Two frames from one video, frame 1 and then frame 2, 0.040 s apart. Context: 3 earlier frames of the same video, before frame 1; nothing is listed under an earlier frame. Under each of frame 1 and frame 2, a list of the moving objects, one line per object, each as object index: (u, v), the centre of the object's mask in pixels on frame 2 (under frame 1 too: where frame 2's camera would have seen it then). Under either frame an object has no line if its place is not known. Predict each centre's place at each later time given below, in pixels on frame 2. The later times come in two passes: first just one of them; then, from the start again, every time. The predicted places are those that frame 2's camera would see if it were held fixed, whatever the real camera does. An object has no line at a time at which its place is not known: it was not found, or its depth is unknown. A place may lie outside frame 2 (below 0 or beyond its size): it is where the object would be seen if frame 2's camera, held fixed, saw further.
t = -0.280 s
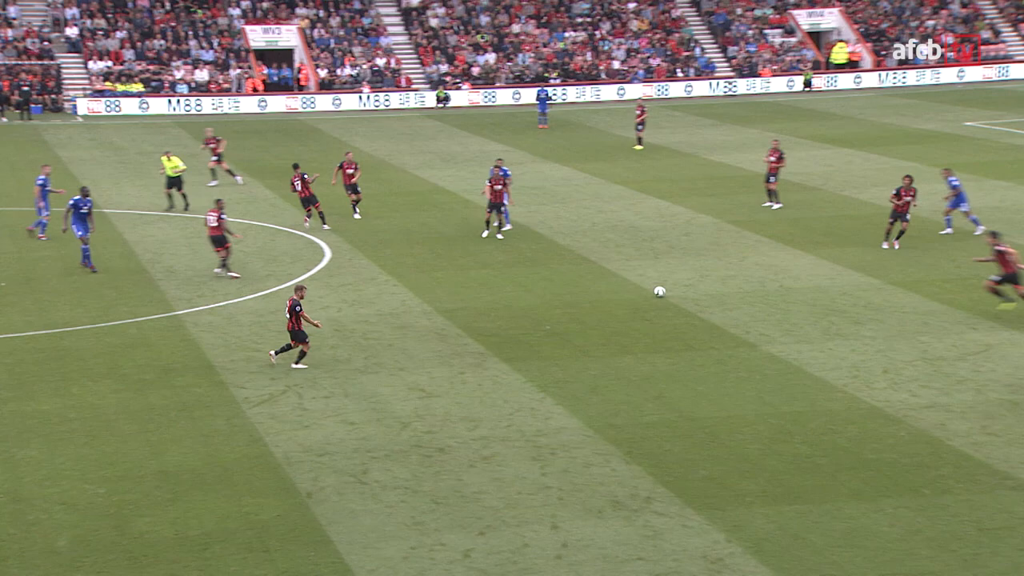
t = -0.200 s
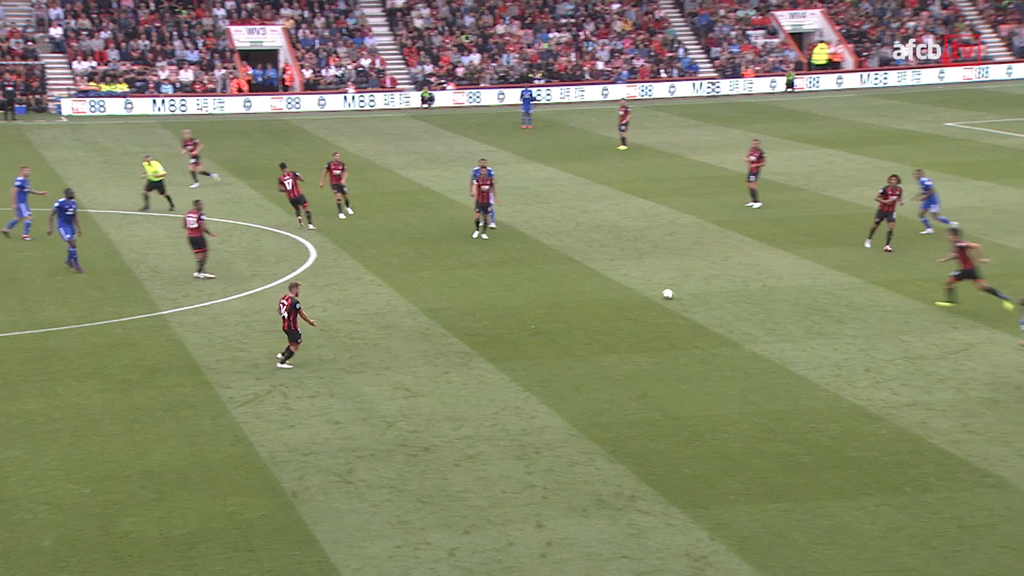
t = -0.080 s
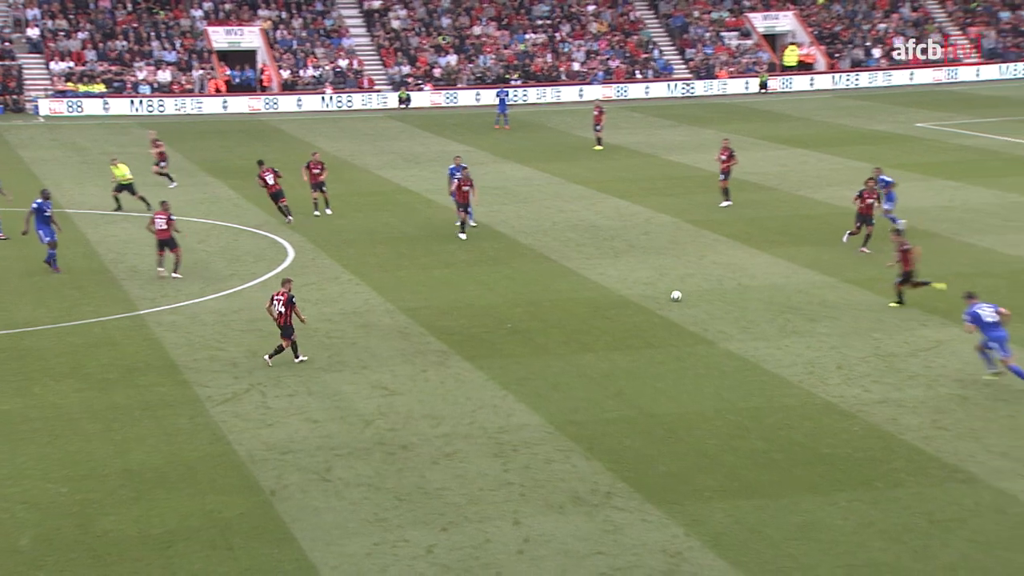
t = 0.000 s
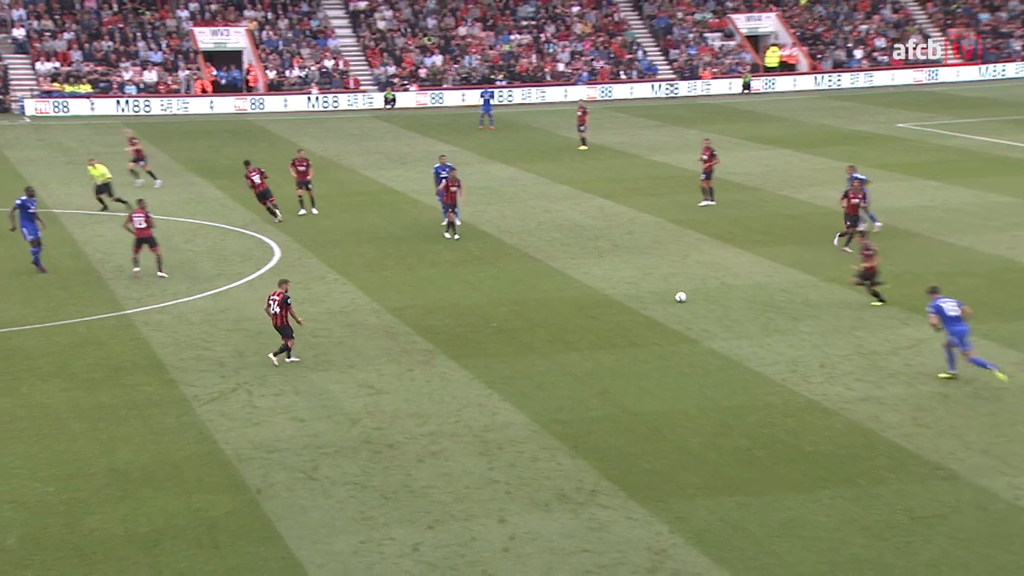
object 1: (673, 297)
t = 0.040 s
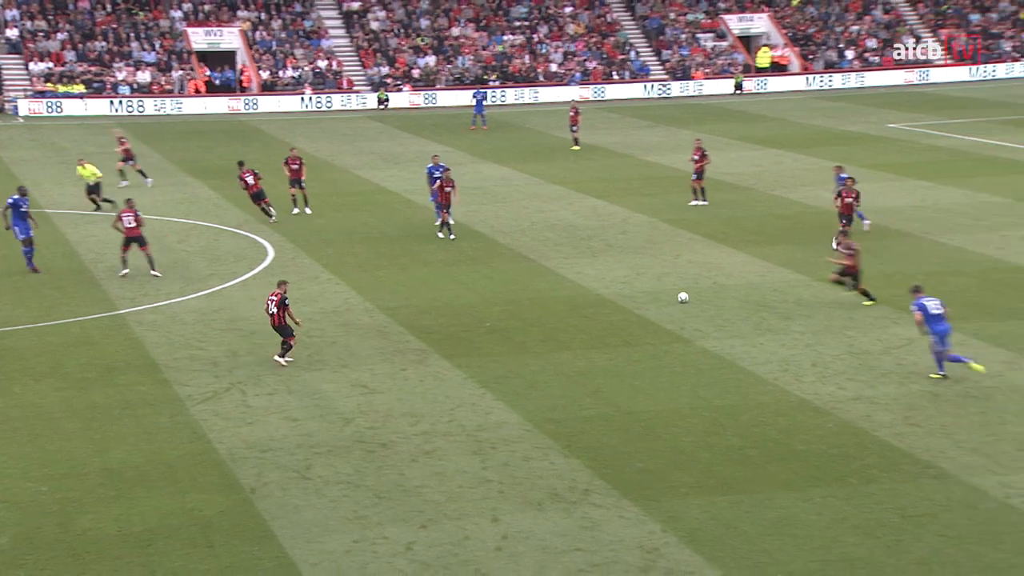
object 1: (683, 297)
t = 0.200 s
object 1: (718, 300)
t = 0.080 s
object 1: (692, 298)
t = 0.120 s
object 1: (700, 299)
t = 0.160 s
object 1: (709, 300)
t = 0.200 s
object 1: (718, 300)
